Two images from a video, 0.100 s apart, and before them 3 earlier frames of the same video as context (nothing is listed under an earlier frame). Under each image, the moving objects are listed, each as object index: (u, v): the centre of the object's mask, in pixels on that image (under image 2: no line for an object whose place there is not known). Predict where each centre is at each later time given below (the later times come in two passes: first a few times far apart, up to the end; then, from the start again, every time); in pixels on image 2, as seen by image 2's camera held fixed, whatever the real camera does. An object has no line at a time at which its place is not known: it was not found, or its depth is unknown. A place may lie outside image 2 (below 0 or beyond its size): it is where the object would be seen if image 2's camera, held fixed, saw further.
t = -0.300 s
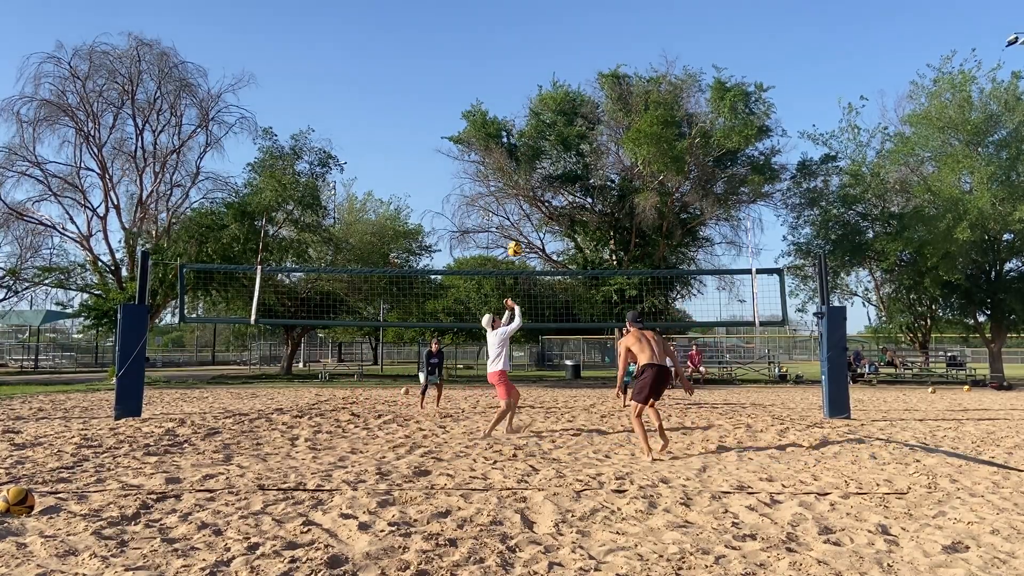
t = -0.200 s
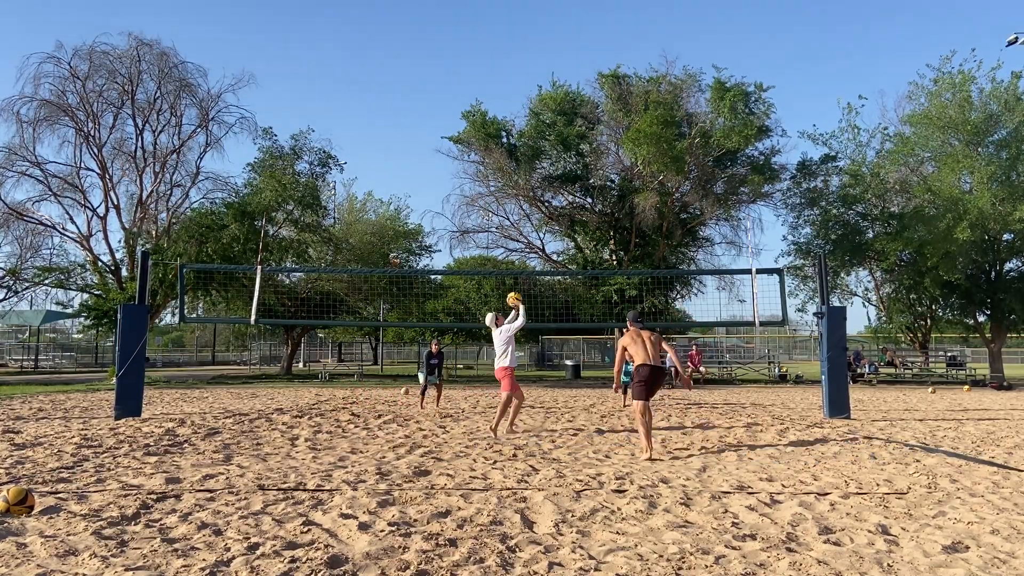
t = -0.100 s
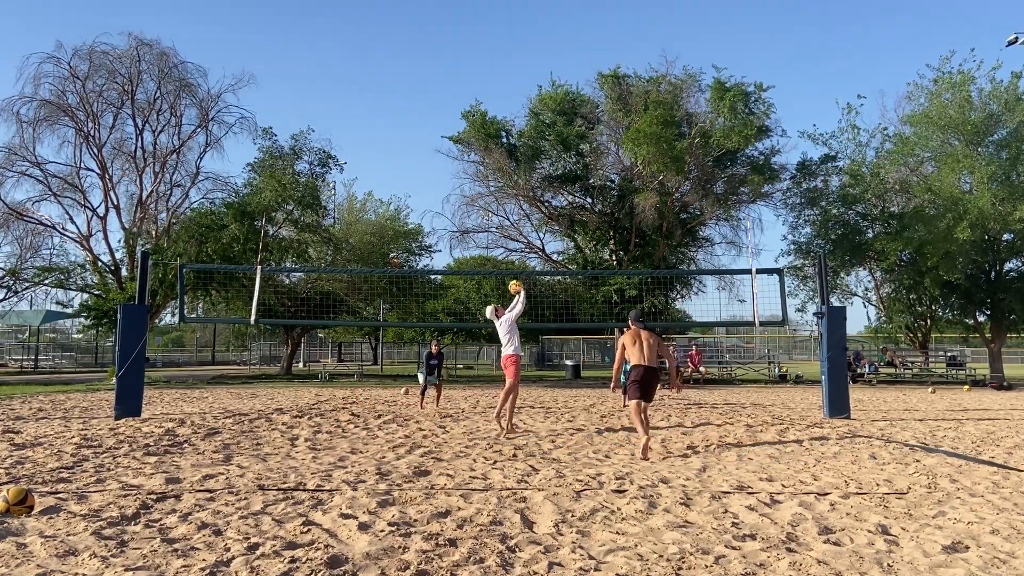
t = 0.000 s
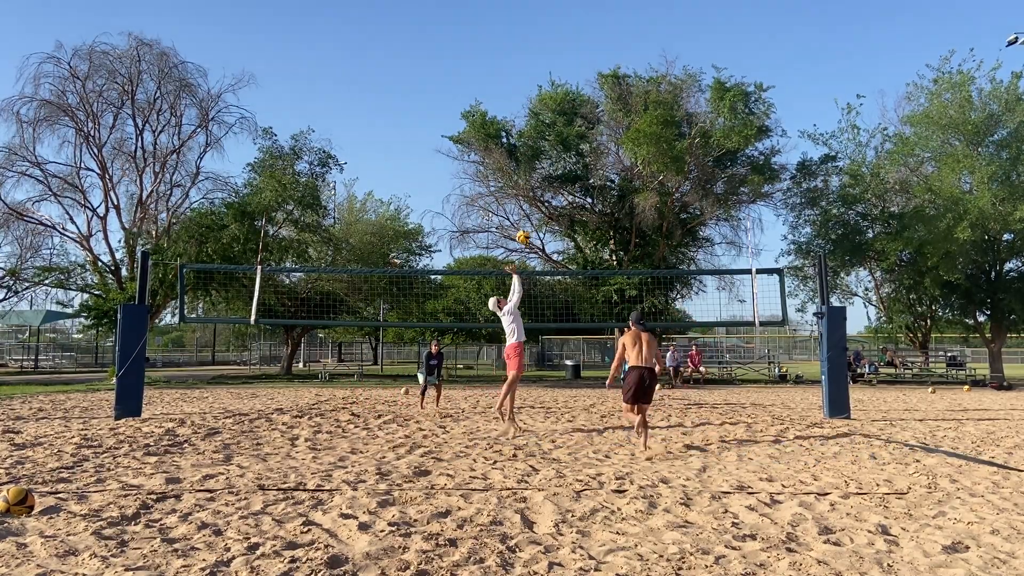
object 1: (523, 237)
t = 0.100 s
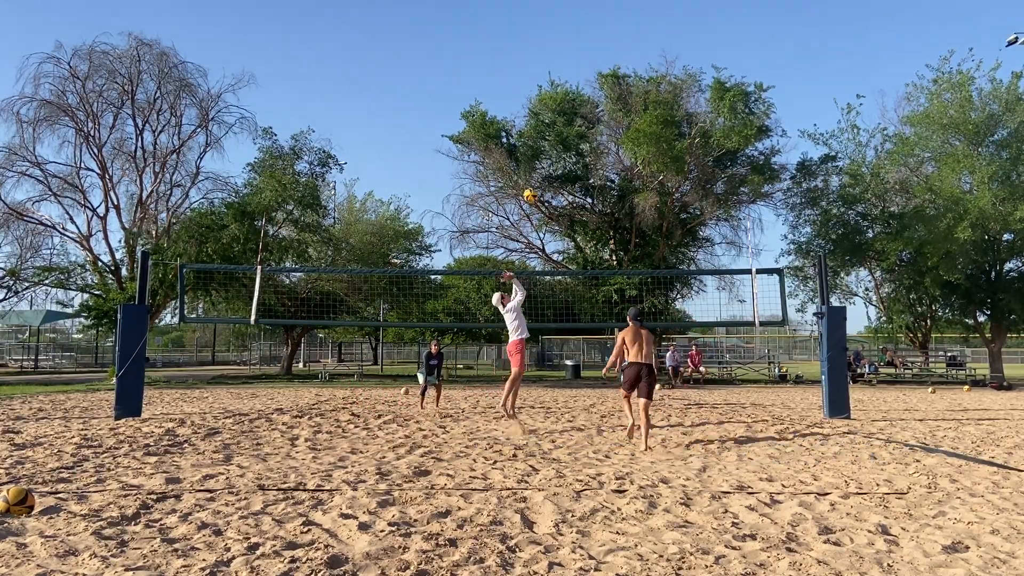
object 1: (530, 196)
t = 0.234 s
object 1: (539, 153)
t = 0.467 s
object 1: (556, 109)
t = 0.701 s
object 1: (571, 101)
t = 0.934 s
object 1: (586, 126)
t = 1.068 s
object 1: (595, 154)
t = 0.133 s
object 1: (533, 184)
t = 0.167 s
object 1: (535, 172)
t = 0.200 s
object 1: (538, 162)
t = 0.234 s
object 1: (539, 153)
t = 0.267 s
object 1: (542, 144)
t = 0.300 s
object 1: (544, 136)
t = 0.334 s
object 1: (547, 129)
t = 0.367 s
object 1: (549, 123)
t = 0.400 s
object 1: (552, 118)
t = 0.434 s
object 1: (553, 112)
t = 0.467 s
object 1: (556, 109)
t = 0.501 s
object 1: (558, 105)
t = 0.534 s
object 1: (560, 103)
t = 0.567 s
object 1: (562, 101)
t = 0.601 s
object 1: (564, 100)
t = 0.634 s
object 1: (567, 100)
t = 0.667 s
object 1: (569, 100)
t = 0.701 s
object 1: (571, 101)
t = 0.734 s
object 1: (573, 102)
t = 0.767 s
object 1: (576, 104)
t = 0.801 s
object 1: (578, 108)
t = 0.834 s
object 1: (580, 111)
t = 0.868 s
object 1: (582, 116)
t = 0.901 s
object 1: (584, 120)
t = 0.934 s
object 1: (586, 126)
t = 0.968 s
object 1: (588, 132)
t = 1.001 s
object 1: (591, 139)
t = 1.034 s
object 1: (594, 147)
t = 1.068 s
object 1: (595, 154)
